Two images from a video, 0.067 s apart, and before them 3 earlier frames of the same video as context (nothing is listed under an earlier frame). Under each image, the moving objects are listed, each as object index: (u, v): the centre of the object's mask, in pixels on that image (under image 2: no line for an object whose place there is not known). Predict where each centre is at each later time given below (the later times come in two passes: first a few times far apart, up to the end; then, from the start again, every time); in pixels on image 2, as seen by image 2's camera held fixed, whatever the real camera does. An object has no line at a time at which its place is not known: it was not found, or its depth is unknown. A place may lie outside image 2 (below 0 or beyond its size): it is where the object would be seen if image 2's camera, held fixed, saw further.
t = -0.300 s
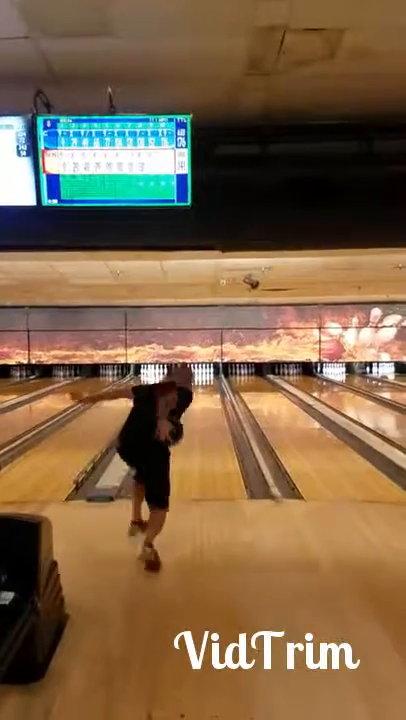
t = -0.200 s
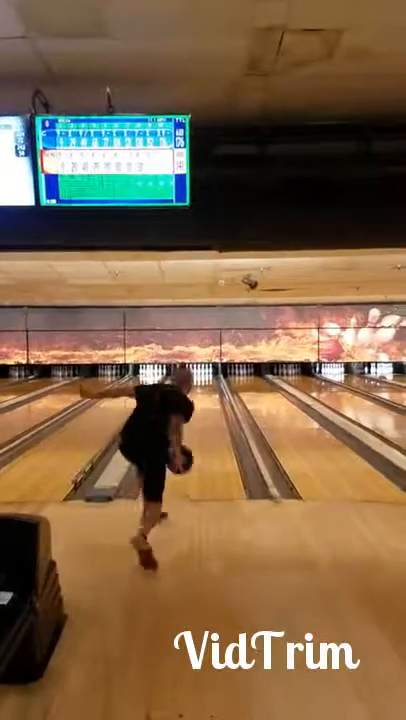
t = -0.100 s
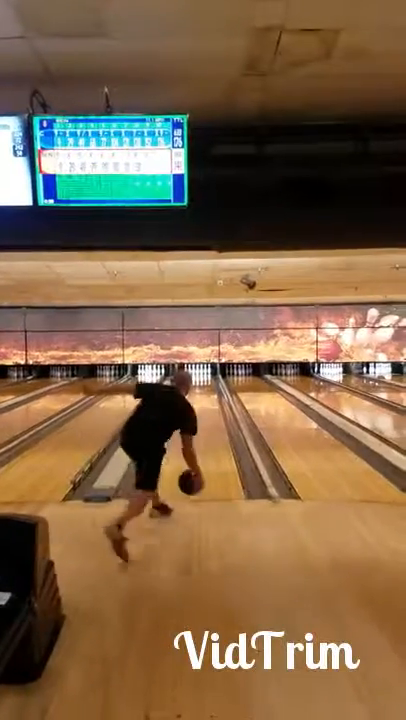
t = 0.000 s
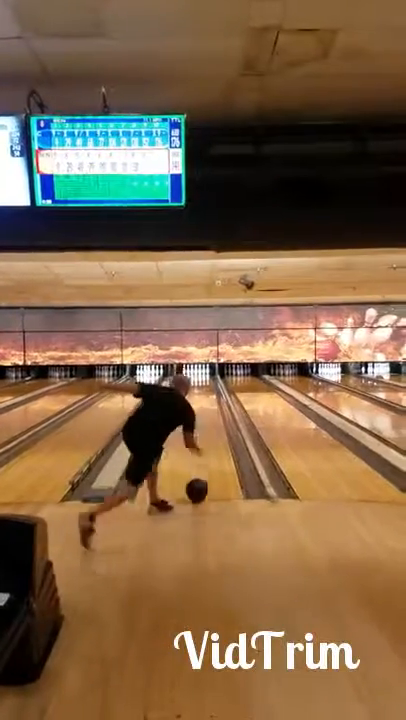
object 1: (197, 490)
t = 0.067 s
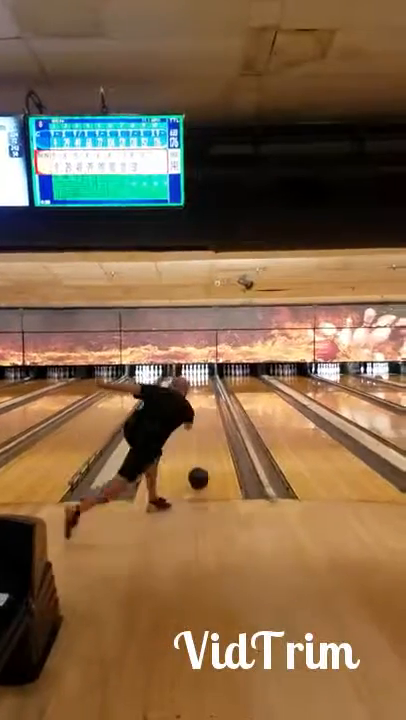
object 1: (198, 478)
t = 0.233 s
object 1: (203, 458)
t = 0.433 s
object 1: (207, 439)
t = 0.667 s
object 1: (209, 423)
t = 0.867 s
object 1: (210, 414)
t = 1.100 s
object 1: (210, 404)
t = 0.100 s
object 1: (199, 473)
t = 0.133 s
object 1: (200, 469)
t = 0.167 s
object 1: (201, 465)
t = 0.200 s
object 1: (203, 461)
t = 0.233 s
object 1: (203, 458)
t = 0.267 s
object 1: (204, 454)
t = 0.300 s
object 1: (205, 451)
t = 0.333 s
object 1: (205, 447)
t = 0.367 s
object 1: (206, 445)
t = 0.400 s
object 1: (206, 442)
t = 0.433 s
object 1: (207, 439)
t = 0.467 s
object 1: (207, 437)
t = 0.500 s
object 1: (208, 434)
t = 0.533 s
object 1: (208, 432)
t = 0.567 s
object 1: (208, 430)
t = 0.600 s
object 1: (209, 428)
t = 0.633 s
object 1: (209, 426)
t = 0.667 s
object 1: (209, 423)
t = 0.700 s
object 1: (209, 422)
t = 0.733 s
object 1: (210, 420)
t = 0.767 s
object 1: (210, 419)
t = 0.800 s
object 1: (210, 417)
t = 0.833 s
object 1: (210, 415)
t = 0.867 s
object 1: (210, 414)
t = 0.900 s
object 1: (210, 412)
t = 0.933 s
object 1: (210, 411)
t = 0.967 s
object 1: (210, 410)
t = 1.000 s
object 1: (210, 408)
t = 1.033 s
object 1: (210, 406)
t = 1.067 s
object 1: (210, 405)
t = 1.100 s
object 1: (210, 404)
